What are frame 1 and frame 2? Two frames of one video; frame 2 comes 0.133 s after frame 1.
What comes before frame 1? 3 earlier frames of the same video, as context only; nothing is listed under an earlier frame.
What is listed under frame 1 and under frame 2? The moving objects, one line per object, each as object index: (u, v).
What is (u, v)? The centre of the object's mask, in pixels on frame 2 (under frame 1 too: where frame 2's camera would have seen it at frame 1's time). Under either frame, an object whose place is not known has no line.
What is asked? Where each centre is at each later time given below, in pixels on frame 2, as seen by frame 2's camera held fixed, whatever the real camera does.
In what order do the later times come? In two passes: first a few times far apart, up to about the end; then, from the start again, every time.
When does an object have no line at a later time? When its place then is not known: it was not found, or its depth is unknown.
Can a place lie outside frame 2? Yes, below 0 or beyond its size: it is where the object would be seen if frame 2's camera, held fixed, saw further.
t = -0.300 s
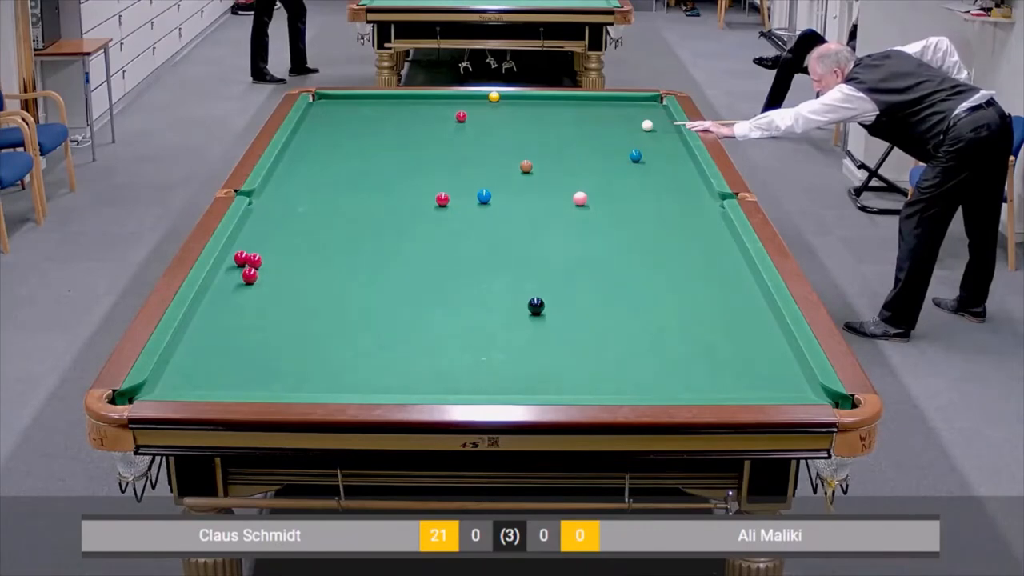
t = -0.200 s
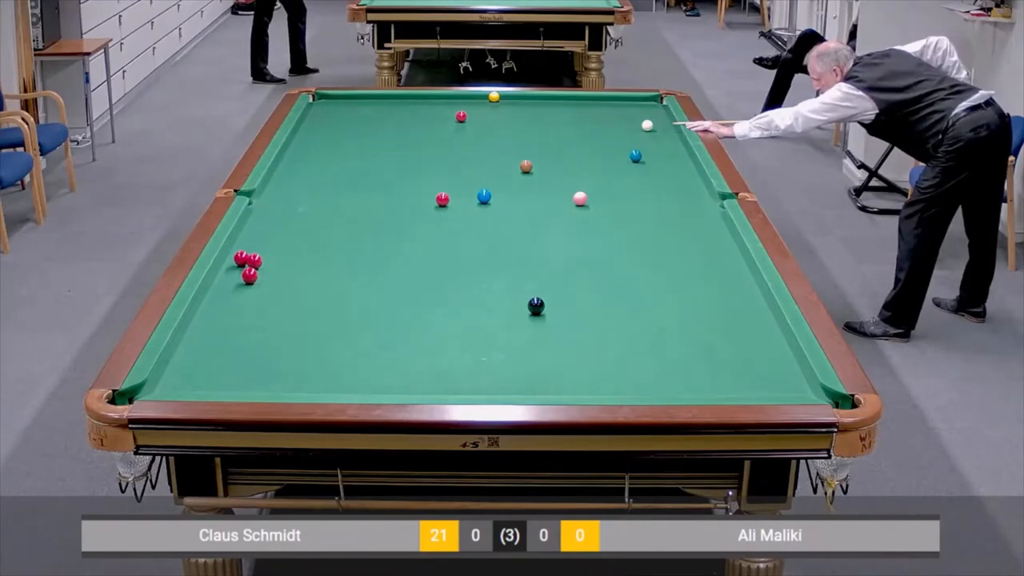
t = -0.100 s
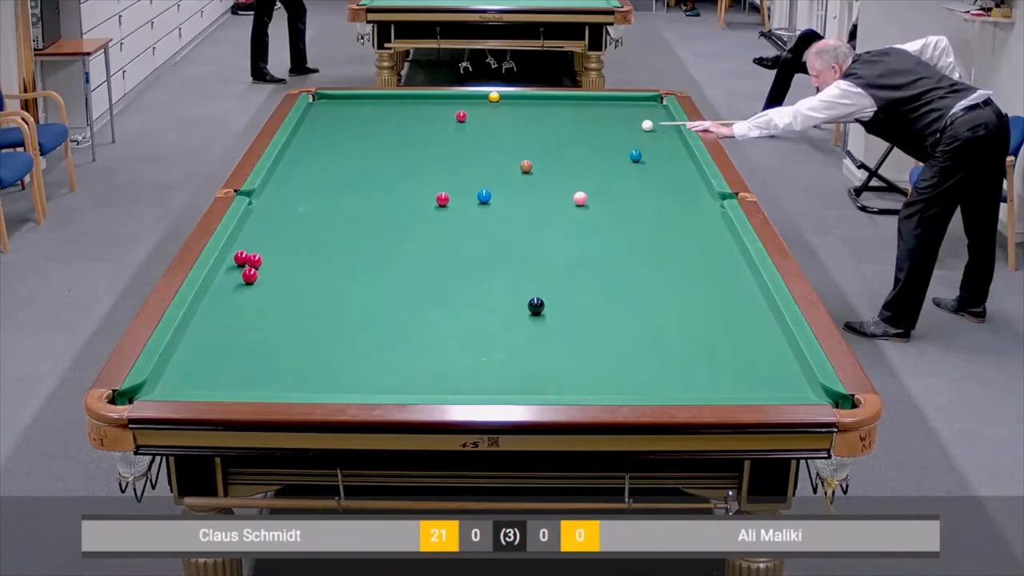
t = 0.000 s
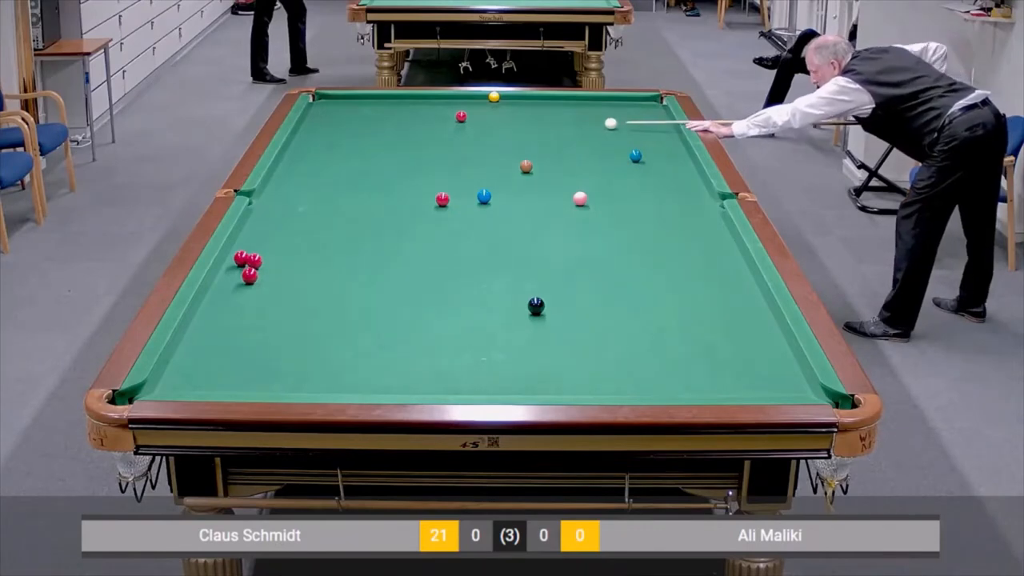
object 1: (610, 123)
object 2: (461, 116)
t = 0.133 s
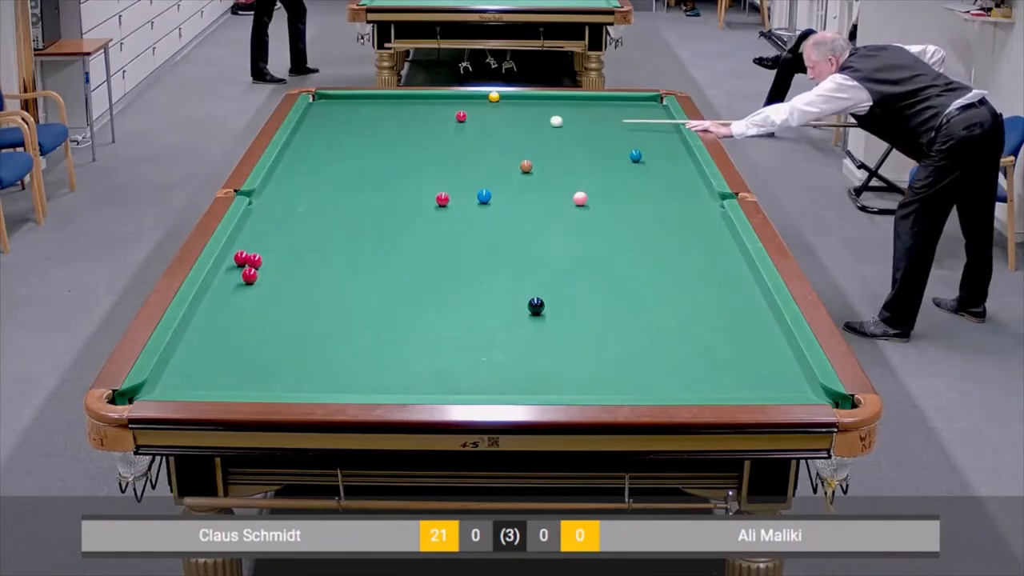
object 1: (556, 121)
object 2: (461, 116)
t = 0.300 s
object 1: (489, 118)
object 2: (461, 116)
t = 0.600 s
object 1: (441, 123)
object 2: (395, 108)
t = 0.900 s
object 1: (394, 128)
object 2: (338, 101)
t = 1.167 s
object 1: (354, 133)
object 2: (324, 97)
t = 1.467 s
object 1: (309, 137)
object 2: (324, 102)
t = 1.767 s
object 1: (306, 142)
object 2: (324, 108)
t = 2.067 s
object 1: (327, 145)
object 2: (324, 114)
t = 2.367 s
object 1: (347, 148)
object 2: (323, 119)
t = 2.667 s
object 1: (366, 151)
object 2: (322, 124)
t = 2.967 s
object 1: (384, 154)
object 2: (322, 129)
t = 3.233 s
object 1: (398, 156)
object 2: (322, 133)
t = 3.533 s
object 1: (414, 159)
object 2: (321, 137)
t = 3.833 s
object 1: (427, 161)
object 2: (321, 140)
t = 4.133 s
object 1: (439, 163)
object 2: (322, 144)
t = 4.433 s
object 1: (449, 164)
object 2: (322, 147)
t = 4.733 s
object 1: (458, 165)
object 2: (322, 149)
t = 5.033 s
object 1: (464, 167)
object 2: (323, 151)
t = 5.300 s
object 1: (468, 167)
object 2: (323, 152)
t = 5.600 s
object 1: (471, 168)
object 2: (322, 153)
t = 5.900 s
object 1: (472, 168)
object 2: (322, 153)
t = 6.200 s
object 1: (472, 168)
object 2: (322, 153)
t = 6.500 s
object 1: (472, 168)
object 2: (322, 153)
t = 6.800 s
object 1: (472, 168)
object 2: (322, 153)
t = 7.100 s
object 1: (473, 168)
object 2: (323, 153)
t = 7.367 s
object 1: (472, 168)
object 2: (323, 153)
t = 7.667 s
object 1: (473, 168)
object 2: (323, 153)
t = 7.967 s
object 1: (473, 168)
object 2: (323, 153)
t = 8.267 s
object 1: (472, 168)
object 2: (323, 153)
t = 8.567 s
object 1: (473, 168)
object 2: (323, 153)
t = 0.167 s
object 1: (543, 120)
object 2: (461, 116)
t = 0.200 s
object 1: (529, 120)
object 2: (461, 116)
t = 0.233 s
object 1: (516, 119)
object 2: (461, 116)
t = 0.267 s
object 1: (502, 119)
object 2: (461, 116)
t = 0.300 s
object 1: (489, 118)
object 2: (461, 116)
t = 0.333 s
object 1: (476, 118)
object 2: (461, 116)
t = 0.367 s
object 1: (469, 118)
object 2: (454, 116)
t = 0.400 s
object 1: (466, 119)
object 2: (445, 114)
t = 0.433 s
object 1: (463, 120)
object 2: (436, 113)
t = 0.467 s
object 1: (459, 121)
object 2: (426, 112)
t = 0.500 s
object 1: (455, 121)
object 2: (418, 111)
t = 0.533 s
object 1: (450, 122)
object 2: (410, 110)
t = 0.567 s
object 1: (446, 123)
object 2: (402, 109)
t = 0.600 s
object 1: (441, 123)
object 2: (395, 108)
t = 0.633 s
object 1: (435, 124)
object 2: (388, 107)
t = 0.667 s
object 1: (430, 124)
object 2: (382, 107)
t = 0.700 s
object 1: (425, 125)
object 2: (375, 106)
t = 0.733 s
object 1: (420, 125)
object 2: (369, 105)
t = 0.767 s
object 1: (415, 126)
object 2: (363, 104)
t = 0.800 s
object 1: (410, 126)
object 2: (357, 103)
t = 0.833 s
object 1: (404, 127)
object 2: (351, 103)
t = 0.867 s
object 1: (399, 127)
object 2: (344, 102)
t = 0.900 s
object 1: (394, 128)
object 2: (338, 101)
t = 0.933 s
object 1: (389, 129)
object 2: (333, 100)
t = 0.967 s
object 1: (384, 129)
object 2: (326, 100)
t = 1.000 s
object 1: (379, 130)
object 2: (321, 99)
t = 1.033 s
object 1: (374, 130)
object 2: (315, 98)
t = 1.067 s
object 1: (369, 131)
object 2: (316, 98)
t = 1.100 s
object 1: (364, 131)
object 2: (321, 97)
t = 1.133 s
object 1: (359, 132)
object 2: (324, 96)
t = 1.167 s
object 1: (354, 133)
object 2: (324, 97)
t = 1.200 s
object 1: (349, 133)
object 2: (324, 98)
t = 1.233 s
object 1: (344, 134)
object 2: (325, 98)
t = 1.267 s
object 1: (339, 134)
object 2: (325, 99)
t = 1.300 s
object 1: (334, 135)
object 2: (325, 99)
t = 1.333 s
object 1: (329, 135)
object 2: (325, 100)
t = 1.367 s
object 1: (324, 136)
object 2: (324, 101)
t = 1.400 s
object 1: (319, 136)
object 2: (324, 101)
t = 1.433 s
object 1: (314, 137)
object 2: (324, 102)
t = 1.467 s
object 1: (309, 137)
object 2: (324, 102)
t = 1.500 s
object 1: (304, 138)
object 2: (324, 103)
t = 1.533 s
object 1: (300, 139)
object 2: (324, 104)
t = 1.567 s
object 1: (295, 139)
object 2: (324, 104)
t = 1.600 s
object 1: (291, 140)
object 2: (324, 105)
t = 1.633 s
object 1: (295, 140)
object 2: (324, 105)
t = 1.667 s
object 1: (298, 140)
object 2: (324, 106)
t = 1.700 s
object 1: (300, 141)
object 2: (324, 106)
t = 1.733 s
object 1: (303, 141)
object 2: (324, 107)
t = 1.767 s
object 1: (306, 142)
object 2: (324, 108)
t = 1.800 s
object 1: (308, 142)
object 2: (324, 108)
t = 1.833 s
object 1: (310, 142)
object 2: (324, 109)
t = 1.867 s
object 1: (313, 143)
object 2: (324, 110)
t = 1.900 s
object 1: (315, 143)
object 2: (324, 110)
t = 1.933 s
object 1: (317, 143)
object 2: (324, 111)
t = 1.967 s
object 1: (320, 144)
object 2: (324, 111)
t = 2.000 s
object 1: (322, 144)
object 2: (324, 112)
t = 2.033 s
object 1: (324, 145)
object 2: (324, 113)
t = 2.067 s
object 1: (327, 145)
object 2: (324, 114)
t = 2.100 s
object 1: (329, 146)
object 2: (324, 114)
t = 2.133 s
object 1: (331, 146)
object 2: (324, 114)
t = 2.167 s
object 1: (333, 146)
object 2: (323, 115)
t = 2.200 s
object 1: (336, 147)
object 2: (323, 116)
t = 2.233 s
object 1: (338, 147)
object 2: (323, 117)
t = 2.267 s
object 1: (340, 147)
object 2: (323, 117)
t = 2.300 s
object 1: (342, 148)
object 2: (323, 118)
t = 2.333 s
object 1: (345, 148)
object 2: (323, 118)
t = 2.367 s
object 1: (347, 148)
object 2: (323, 119)
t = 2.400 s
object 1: (349, 148)
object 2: (323, 120)
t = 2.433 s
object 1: (351, 149)
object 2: (323, 120)
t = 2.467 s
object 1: (353, 149)
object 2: (322, 121)
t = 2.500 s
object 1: (356, 149)
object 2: (323, 121)
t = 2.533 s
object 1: (358, 150)
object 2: (322, 122)
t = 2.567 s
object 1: (360, 150)
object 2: (322, 122)
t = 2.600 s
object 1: (362, 151)
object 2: (323, 123)
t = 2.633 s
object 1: (364, 151)
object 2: (322, 123)
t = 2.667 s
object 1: (366, 151)
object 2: (322, 124)
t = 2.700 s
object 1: (368, 152)
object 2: (322, 125)
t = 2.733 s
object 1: (370, 152)
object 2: (322, 125)
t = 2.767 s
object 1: (372, 152)
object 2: (322, 126)
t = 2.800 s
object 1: (374, 152)
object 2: (322, 126)
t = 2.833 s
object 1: (376, 153)
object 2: (322, 126)
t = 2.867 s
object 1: (378, 153)
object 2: (322, 127)
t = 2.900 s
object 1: (380, 153)
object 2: (322, 128)
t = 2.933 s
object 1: (382, 154)
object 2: (322, 128)
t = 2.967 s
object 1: (384, 154)
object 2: (322, 129)
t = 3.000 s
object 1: (386, 154)
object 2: (322, 129)
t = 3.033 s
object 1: (388, 154)
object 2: (322, 130)
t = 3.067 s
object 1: (390, 155)
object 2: (322, 130)
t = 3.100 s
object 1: (391, 155)
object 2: (322, 131)
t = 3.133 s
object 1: (393, 156)
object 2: (322, 131)
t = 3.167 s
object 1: (395, 156)
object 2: (322, 132)
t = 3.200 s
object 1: (397, 156)
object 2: (322, 132)
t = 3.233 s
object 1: (398, 156)
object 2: (322, 133)
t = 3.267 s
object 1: (400, 157)
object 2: (322, 133)
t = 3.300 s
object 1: (402, 157)
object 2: (322, 134)
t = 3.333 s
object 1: (404, 157)
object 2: (322, 134)
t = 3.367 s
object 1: (405, 158)
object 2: (322, 134)
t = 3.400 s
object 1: (407, 158)
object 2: (322, 135)
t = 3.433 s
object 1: (409, 158)
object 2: (322, 135)
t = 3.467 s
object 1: (411, 158)
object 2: (321, 136)
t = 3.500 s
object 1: (412, 159)
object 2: (321, 136)
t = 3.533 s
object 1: (414, 159)
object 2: (321, 137)
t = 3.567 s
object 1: (415, 159)
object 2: (321, 137)
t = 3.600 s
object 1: (417, 159)
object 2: (321, 138)
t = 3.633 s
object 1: (418, 159)
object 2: (321, 138)
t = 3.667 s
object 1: (420, 160)
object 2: (321, 138)
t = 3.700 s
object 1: (421, 160)
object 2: (321, 139)
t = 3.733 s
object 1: (423, 160)
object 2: (321, 139)
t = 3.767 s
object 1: (424, 160)
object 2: (321, 140)
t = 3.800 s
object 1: (426, 161)
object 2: (321, 140)
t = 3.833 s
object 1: (427, 161)
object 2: (321, 140)
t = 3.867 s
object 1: (429, 161)
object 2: (321, 141)
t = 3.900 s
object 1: (430, 161)
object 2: (321, 141)
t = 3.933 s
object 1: (431, 162)
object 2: (321, 142)
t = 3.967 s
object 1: (433, 162)
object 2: (321, 142)
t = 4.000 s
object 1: (434, 162)
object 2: (321, 142)
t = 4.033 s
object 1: (435, 162)
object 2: (321, 143)
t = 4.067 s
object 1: (436, 162)
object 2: (321, 143)
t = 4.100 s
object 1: (438, 162)
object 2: (321, 143)
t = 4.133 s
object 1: (439, 163)
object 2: (322, 144)
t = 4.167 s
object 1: (441, 163)
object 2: (322, 144)
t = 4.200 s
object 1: (441, 163)
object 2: (322, 144)
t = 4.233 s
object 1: (443, 163)
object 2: (322, 145)
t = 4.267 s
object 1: (444, 163)
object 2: (322, 145)
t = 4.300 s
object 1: (445, 164)
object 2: (322, 145)
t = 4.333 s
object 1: (446, 164)
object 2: (322, 146)
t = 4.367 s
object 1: (447, 164)
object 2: (322, 146)
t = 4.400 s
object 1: (448, 164)
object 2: (322, 146)
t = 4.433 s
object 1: (449, 164)
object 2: (322, 147)
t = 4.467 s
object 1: (450, 164)
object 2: (322, 147)
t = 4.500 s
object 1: (451, 165)
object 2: (322, 147)
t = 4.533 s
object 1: (452, 165)
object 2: (322, 147)
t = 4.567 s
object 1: (453, 165)
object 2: (322, 148)
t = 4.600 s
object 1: (454, 165)
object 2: (322, 148)
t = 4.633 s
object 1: (455, 165)
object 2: (322, 148)
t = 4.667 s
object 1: (456, 165)
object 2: (322, 148)
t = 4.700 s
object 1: (457, 165)
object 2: (322, 148)
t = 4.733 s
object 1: (458, 165)
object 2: (322, 149)
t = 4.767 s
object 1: (458, 165)
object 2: (322, 149)
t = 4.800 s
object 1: (459, 166)
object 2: (322, 149)
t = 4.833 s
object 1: (460, 166)
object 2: (322, 150)
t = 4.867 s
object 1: (461, 166)
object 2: (322, 150)
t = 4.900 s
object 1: (461, 166)
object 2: (322, 150)
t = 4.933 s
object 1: (462, 166)
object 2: (322, 150)
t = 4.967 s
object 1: (463, 166)
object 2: (322, 150)
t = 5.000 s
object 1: (464, 166)
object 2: (322, 150)
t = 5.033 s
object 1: (464, 167)
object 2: (323, 151)
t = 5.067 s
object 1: (465, 167)
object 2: (323, 151)
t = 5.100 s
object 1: (465, 167)
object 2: (323, 151)
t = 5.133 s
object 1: (466, 167)
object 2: (323, 151)
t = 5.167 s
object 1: (467, 167)
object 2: (323, 151)
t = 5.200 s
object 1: (467, 167)
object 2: (323, 151)
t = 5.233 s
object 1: (467, 167)
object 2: (323, 152)
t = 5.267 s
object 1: (468, 167)
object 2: (323, 152)
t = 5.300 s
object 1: (468, 167)
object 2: (323, 152)
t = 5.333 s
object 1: (469, 167)
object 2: (323, 152)
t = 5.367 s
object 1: (469, 167)
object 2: (323, 152)
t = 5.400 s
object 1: (470, 167)
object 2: (322, 152)
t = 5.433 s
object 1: (470, 167)
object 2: (322, 152)
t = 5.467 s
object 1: (470, 167)
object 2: (322, 152)
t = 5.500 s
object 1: (471, 168)
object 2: (322, 153)
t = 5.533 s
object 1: (471, 168)
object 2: (322, 153)
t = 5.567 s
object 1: (471, 168)
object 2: (322, 153)
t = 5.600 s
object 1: (471, 168)
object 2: (322, 153)
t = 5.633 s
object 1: (472, 168)
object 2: (322, 153)
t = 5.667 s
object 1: (472, 168)
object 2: (322, 153)
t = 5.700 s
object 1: (472, 168)
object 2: (322, 153)
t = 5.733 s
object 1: (472, 168)
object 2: (322, 153)
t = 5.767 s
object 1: (472, 168)
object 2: (322, 153)
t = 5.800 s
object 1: (472, 168)
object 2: (322, 153)
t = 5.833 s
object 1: (472, 168)
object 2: (322, 153)
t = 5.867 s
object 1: (472, 168)
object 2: (322, 153)
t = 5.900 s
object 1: (472, 168)
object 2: (322, 153)
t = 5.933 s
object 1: (472, 168)
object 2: (322, 153)
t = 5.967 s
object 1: (472, 168)
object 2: (322, 153)
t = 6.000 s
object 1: (472, 168)
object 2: (322, 153)
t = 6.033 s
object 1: (472, 168)
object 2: (322, 153)
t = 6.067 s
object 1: (472, 168)
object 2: (322, 153)
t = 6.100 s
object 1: (472, 168)
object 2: (322, 153)
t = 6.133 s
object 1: (472, 168)
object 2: (322, 153)
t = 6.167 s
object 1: (472, 168)
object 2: (322, 153)
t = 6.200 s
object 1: (472, 168)
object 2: (322, 153)
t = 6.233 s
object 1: (472, 168)
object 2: (322, 153)
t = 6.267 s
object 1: (472, 168)
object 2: (322, 153)
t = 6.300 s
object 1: (472, 168)
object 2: (322, 153)
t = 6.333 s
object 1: (472, 168)
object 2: (322, 153)
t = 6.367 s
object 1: (472, 168)
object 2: (322, 153)
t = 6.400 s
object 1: (472, 168)
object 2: (322, 153)
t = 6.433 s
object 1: (472, 168)
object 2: (322, 153)
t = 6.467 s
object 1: (472, 168)
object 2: (322, 153)
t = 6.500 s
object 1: (472, 168)
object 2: (322, 153)
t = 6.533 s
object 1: (472, 168)
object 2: (322, 153)
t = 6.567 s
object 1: (472, 168)
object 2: (322, 153)
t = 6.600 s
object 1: (472, 168)
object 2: (322, 153)
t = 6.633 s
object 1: (472, 168)
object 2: (322, 153)
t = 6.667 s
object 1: (472, 168)
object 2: (322, 153)
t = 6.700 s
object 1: (472, 168)
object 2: (322, 153)
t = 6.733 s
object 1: (472, 168)
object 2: (322, 153)
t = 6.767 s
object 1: (472, 168)
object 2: (322, 153)
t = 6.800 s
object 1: (472, 168)
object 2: (322, 153)
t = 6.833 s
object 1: (472, 168)
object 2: (322, 153)
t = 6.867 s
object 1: (472, 168)
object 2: (322, 153)
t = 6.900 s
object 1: (472, 168)
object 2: (322, 153)
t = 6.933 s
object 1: (472, 168)
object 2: (322, 153)
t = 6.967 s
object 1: (472, 168)
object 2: (322, 153)
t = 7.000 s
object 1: (472, 168)
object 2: (322, 153)
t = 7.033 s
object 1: (472, 168)
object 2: (322, 153)
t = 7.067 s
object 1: (472, 168)
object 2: (322, 153)
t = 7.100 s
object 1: (473, 168)
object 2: (323, 153)
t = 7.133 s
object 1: (473, 168)
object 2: (323, 153)
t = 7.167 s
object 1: (473, 168)
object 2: (323, 153)
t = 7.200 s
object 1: (473, 168)
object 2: (323, 153)
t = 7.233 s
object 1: (472, 168)
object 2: (323, 153)
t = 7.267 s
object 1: (473, 168)
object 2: (323, 153)
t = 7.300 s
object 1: (473, 168)
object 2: (323, 153)
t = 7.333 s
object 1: (473, 168)
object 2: (323, 153)
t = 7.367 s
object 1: (472, 168)
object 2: (323, 153)
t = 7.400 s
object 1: (473, 168)
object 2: (323, 153)
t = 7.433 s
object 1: (473, 168)
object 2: (323, 153)
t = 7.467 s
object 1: (472, 168)
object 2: (323, 153)
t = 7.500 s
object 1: (473, 168)
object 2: (323, 153)
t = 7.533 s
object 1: (473, 168)
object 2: (323, 153)
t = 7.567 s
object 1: (472, 168)
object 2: (323, 153)
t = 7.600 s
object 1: (473, 168)
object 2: (323, 153)
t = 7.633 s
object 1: (473, 168)
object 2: (323, 153)
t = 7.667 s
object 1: (473, 168)
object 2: (323, 153)
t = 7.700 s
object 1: (473, 168)
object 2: (323, 153)
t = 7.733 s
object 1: (473, 168)
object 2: (323, 153)
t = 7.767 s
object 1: (473, 168)
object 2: (323, 153)
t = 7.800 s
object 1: (473, 168)
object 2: (323, 153)
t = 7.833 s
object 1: (473, 168)
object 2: (323, 153)
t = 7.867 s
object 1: (473, 168)
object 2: (323, 153)
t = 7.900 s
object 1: (472, 168)
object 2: (323, 153)
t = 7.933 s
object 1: (473, 168)
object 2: (323, 153)
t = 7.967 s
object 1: (473, 168)
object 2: (323, 153)
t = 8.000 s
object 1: (473, 168)
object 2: (323, 153)
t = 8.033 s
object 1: (473, 168)
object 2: (323, 153)
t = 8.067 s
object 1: (473, 168)
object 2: (323, 153)
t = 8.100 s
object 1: (473, 168)
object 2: (323, 153)
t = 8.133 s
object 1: (473, 168)
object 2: (323, 153)
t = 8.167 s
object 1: (473, 168)
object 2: (323, 153)
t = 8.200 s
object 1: (473, 168)
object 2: (323, 153)
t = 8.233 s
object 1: (472, 168)
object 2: (323, 153)
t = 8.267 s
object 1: (472, 168)
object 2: (323, 153)
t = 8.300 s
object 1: (472, 168)
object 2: (323, 153)
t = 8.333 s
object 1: (472, 168)
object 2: (323, 153)
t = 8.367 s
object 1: (472, 168)
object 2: (323, 153)
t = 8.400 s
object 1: (472, 168)
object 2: (323, 153)
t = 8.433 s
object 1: (473, 168)
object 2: (323, 153)
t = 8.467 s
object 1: (472, 168)
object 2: (323, 153)
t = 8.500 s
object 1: (472, 168)
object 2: (323, 153)
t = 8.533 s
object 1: (472, 168)
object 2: (323, 153)
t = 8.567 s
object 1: (473, 168)
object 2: (323, 153)
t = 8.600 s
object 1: (472, 168)
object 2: (323, 153)
